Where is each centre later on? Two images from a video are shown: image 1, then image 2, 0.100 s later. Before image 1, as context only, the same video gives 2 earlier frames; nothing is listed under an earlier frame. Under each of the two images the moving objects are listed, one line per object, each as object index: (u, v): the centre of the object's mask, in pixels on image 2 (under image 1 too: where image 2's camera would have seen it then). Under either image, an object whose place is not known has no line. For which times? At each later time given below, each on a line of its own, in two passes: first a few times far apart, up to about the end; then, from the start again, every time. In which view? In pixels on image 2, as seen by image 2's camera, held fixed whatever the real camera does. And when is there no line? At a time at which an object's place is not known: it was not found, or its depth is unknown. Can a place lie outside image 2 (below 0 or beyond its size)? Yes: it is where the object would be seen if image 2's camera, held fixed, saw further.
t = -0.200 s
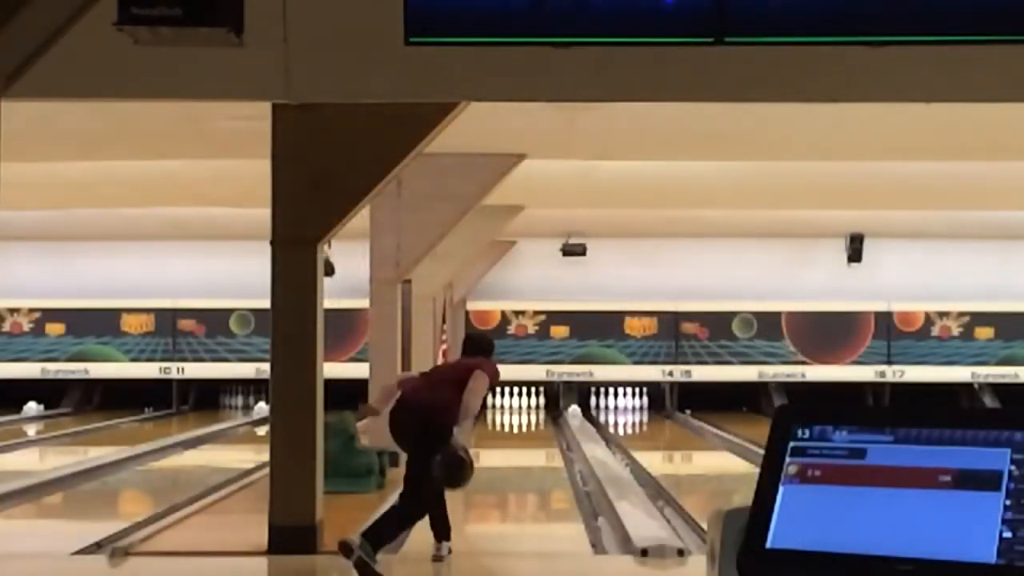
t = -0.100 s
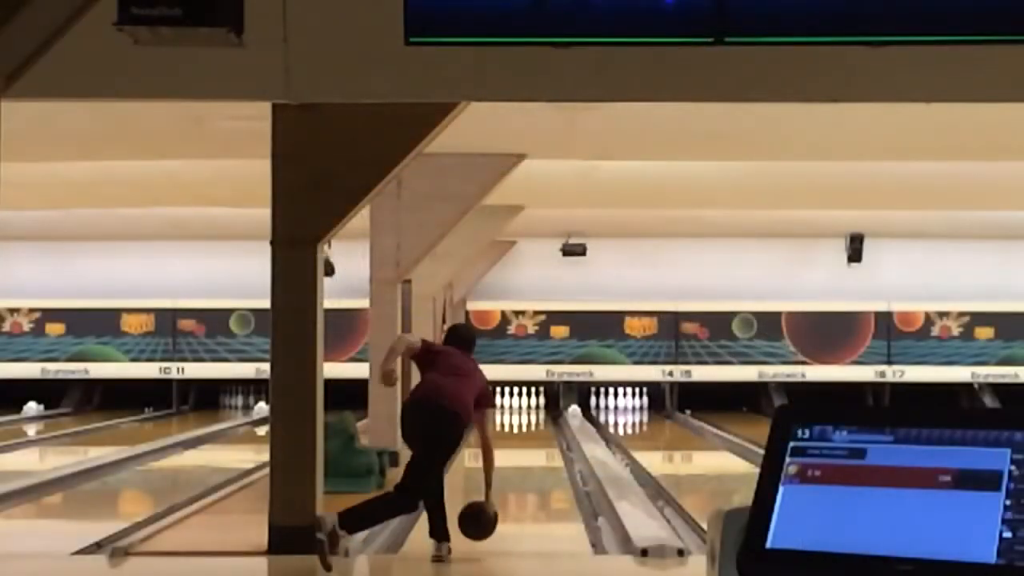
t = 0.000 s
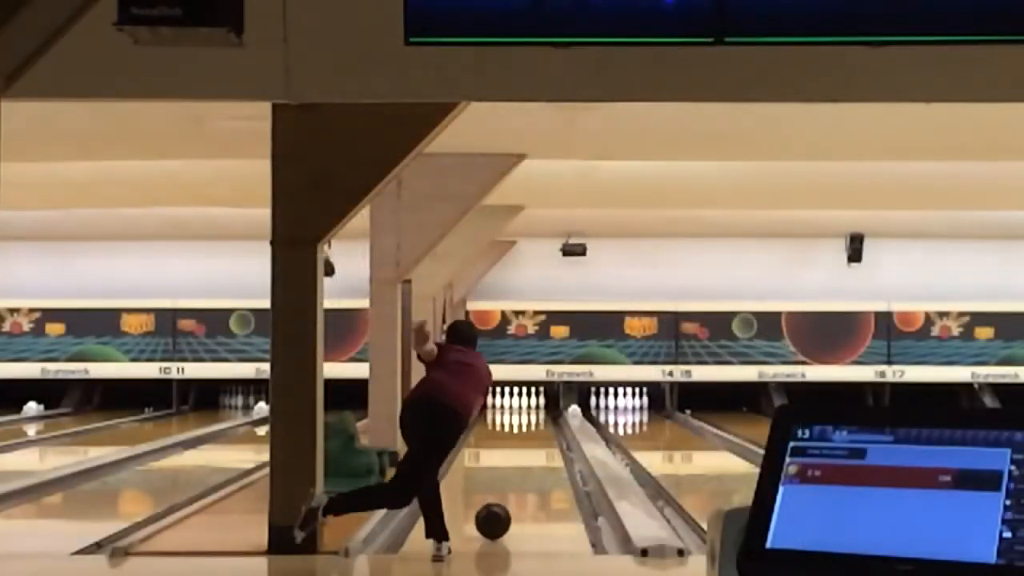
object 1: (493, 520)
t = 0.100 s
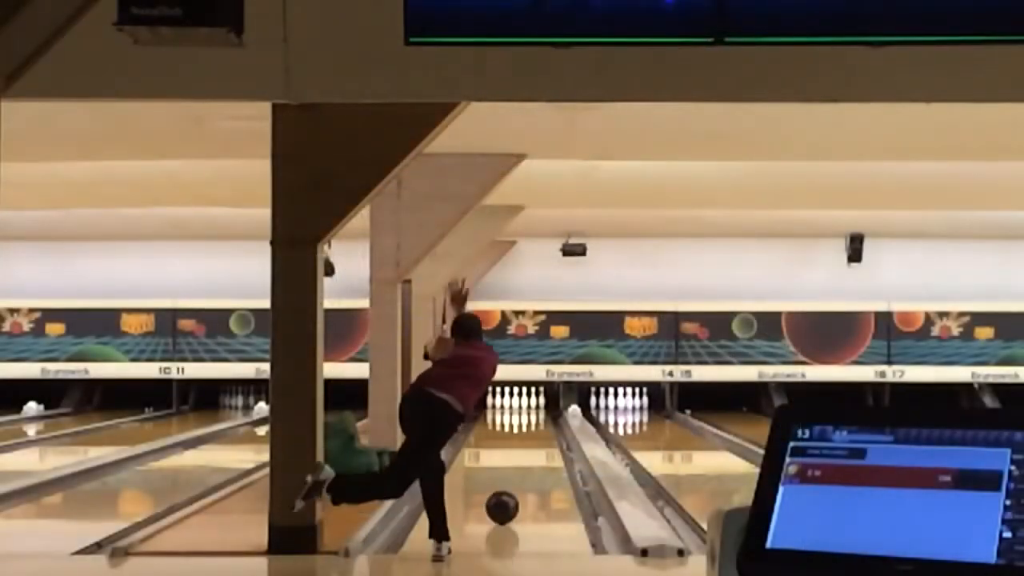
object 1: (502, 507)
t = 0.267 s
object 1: (514, 487)
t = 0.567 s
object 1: (528, 462)
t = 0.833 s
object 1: (535, 446)
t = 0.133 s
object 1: (505, 502)
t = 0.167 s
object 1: (507, 498)
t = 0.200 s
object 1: (509, 494)
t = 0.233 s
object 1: (512, 491)
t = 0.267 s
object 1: (514, 487)
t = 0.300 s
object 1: (516, 484)
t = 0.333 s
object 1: (518, 481)
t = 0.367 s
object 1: (519, 477)
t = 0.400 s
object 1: (521, 475)
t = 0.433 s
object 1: (523, 472)
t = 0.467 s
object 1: (524, 469)
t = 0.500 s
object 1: (525, 466)
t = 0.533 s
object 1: (527, 464)
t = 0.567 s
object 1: (528, 462)
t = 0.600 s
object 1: (529, 460)
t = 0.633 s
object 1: (530, 458)
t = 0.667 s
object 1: (531, 455)
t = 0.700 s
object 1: (532, 454)
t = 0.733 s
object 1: (533, 452)
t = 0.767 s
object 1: (534, 450)
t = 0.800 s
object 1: (534, 448)
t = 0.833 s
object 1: (535, 446)
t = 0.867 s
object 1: (536, 444)
